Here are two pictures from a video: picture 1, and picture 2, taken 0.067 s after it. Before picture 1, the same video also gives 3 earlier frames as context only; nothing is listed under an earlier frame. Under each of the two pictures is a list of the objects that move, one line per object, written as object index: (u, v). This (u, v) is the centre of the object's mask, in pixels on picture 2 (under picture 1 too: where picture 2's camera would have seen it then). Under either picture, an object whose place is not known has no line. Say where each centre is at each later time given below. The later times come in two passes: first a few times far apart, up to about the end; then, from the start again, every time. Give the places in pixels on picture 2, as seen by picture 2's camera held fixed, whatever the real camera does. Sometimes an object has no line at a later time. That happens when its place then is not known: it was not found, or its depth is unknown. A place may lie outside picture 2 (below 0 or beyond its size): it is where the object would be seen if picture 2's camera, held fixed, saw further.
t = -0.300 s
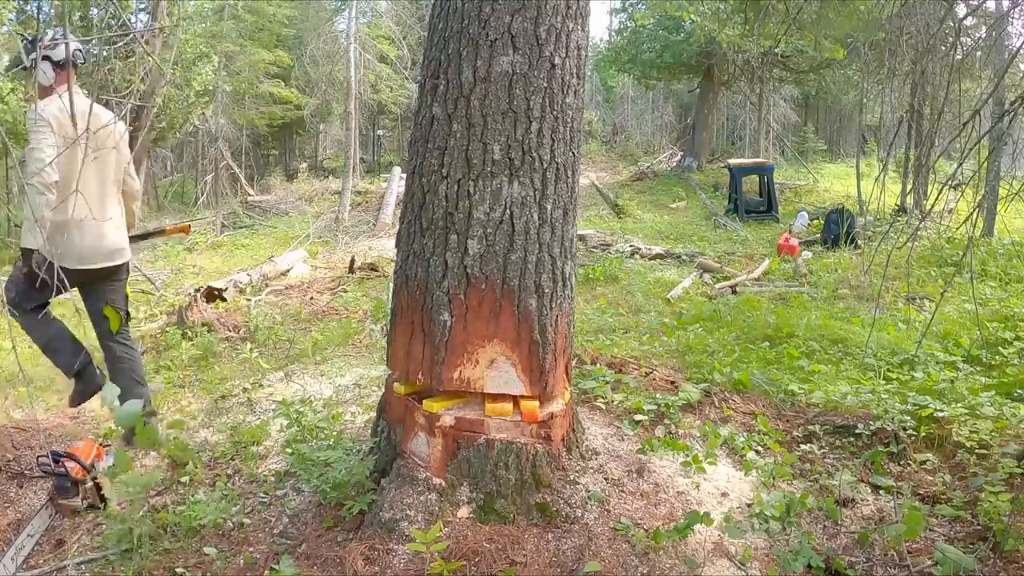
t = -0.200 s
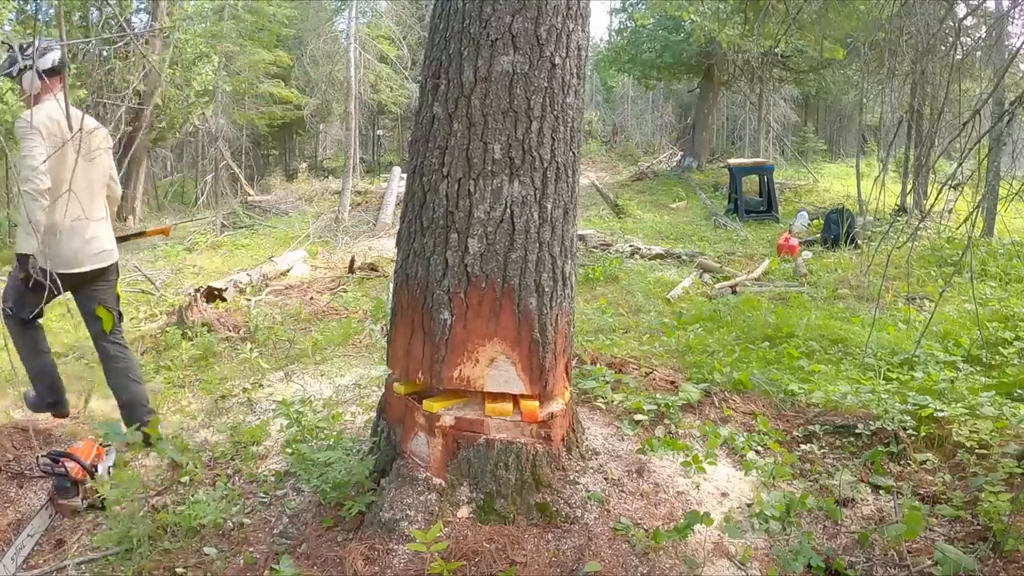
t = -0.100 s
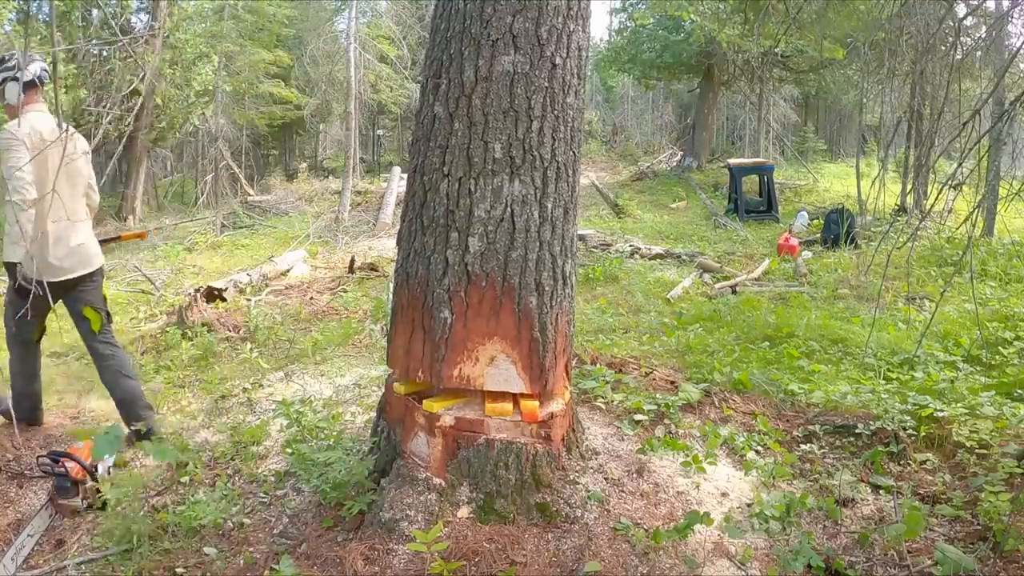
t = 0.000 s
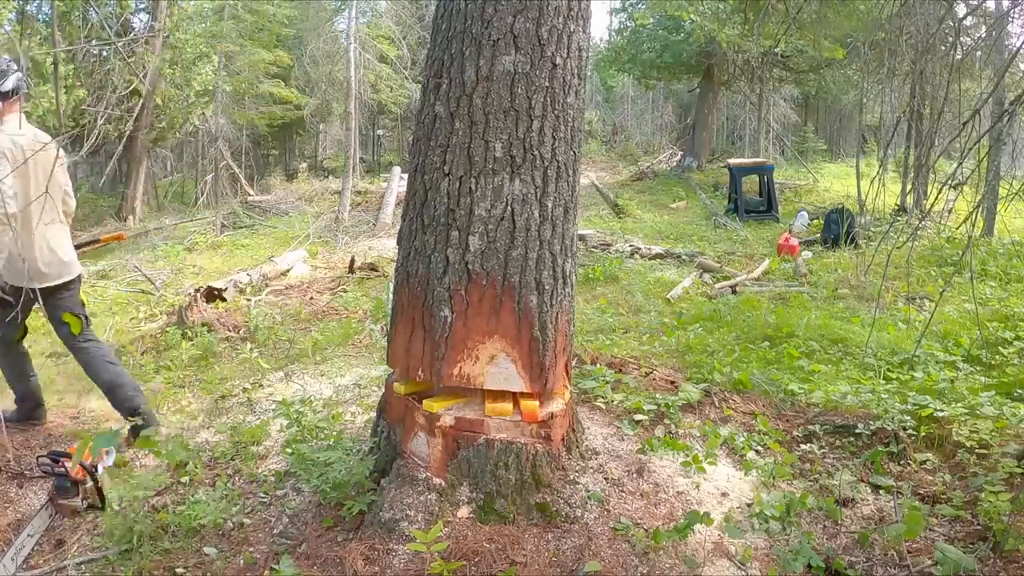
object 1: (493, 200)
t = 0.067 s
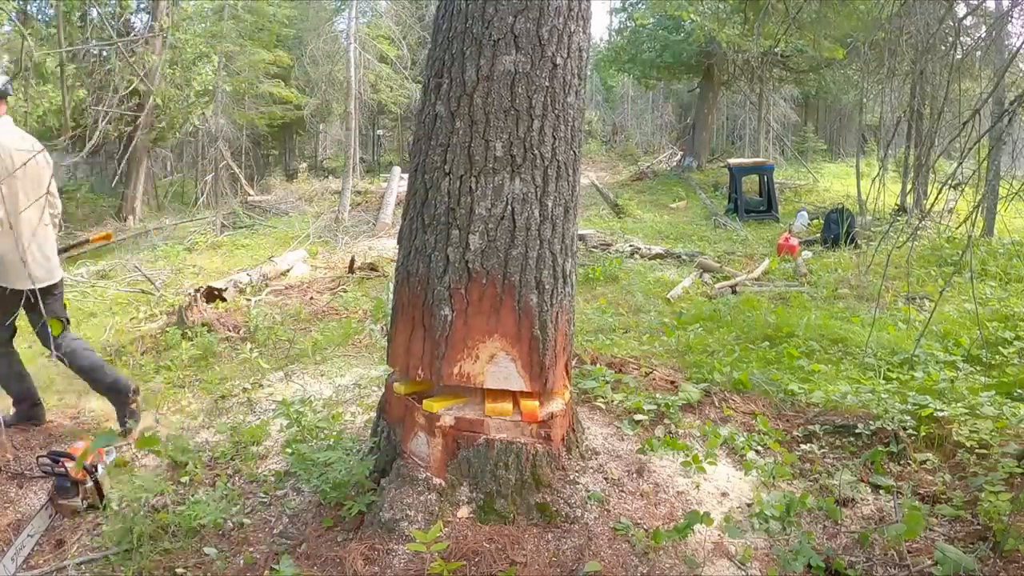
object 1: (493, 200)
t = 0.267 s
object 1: (494, 198)
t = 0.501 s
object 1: (496, 197)
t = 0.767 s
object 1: (498, 198)
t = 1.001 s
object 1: (500, 199)
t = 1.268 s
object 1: (505, 190)
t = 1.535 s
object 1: (508, 193)
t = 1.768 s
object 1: (512, 194)
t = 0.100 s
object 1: (493, 200)
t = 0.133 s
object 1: (494, 200)
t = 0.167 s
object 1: (494, 199)
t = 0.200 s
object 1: (494, 199)
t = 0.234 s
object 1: (494, 198)
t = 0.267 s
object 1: (494, 198)
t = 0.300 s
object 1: (495, 198)
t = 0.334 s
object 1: (495, 198)
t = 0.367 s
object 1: (495, 198)
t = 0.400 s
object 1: (495, 198)
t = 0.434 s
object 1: (496, 197)
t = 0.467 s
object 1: (496, 197)
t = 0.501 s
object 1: (496, 197)
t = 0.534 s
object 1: (496, 197)
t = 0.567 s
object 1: (497, 197)
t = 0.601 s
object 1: (496, 198)
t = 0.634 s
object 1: (496, 198)
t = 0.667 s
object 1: (497, 198)
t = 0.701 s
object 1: (497, 198)
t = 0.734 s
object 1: (497, 198)
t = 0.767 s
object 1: (498, 198)
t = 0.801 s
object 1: (498, 198)
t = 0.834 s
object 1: (498, 198)
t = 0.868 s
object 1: (499, 199)
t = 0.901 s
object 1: (499, 199)
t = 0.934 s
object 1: (499, 199)
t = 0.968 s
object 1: (500, 199)
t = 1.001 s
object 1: (500, 199)
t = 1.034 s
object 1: (500, 199)
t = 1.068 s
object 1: (502, 191)
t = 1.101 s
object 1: (502, 190)
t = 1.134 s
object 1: (503, 190)
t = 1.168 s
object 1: (503, 190)
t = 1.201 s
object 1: (504, 190)
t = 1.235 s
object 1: (504, 190)
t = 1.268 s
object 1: (505, 190)
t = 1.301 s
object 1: (505, 190)
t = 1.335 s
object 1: (505, 191)
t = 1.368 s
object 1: (506, 191)
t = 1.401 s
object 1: (506, 192)
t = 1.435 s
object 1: (506, 192)
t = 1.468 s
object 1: (507, 193)
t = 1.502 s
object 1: (508, 193)
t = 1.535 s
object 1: (508, 193)
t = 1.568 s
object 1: (509, 193)
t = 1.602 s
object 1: (509, 193)
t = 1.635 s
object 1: (510, 194)
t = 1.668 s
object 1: (511, 193)
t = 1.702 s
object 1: (511, 194)
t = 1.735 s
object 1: (512, 194)
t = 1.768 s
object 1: (512, 194)
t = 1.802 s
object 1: (513, 194)
